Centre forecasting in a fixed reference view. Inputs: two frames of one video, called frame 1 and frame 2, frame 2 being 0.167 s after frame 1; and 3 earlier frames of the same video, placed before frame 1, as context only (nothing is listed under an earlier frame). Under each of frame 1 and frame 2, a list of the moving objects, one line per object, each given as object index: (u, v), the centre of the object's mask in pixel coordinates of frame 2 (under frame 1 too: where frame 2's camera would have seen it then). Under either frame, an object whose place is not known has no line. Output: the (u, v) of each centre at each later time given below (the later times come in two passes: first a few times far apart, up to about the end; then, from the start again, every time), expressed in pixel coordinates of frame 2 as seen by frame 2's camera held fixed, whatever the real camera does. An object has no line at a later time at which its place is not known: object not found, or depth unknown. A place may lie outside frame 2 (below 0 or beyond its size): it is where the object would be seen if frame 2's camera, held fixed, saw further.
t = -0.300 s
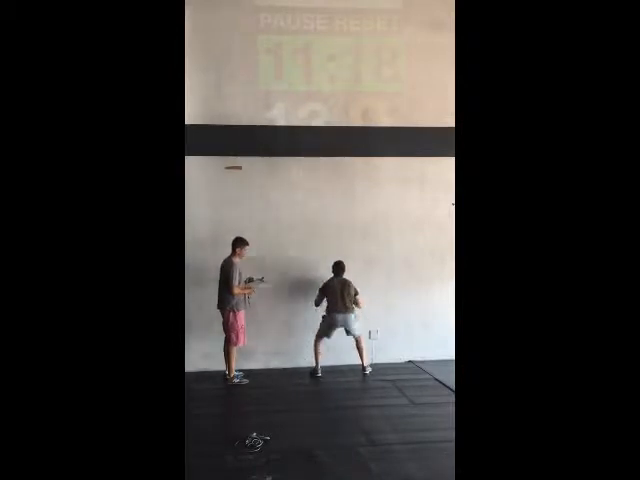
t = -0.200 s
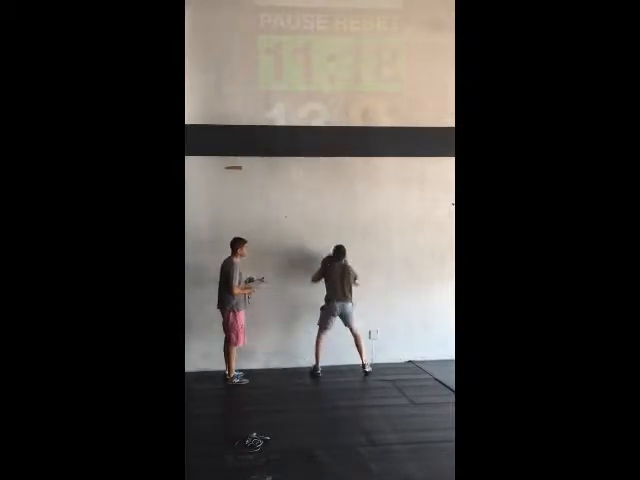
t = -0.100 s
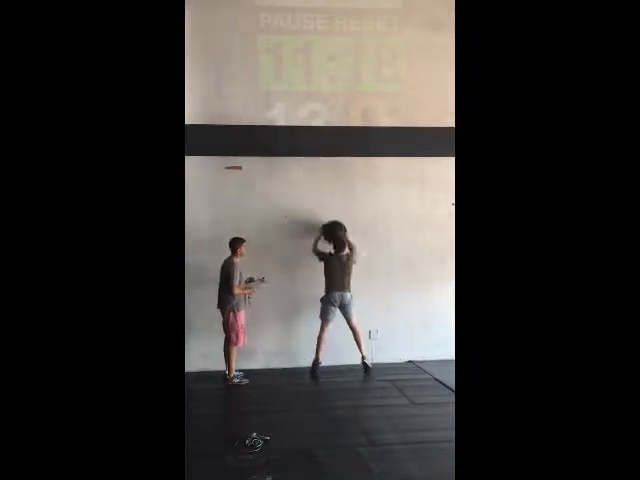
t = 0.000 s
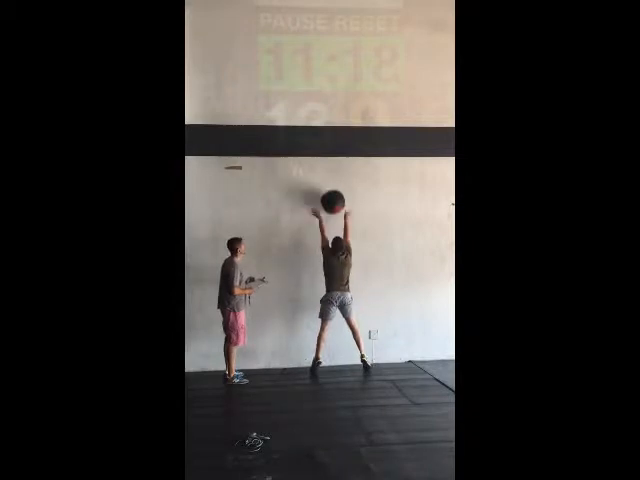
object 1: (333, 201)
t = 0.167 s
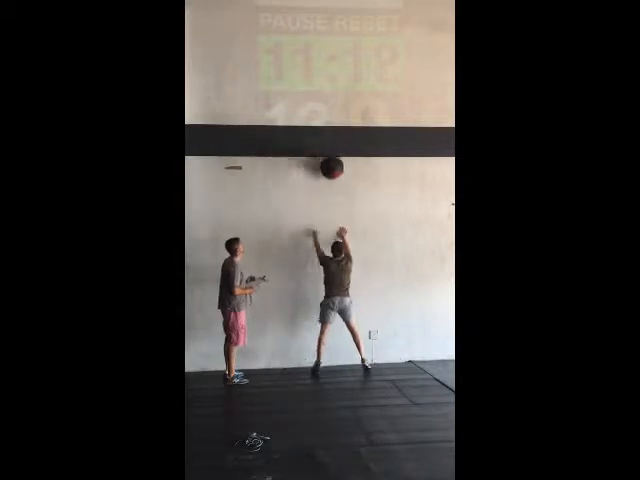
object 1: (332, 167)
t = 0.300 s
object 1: (330, 155)
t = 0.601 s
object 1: (332, 170)
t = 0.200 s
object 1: (331, 162)
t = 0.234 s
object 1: (330, 159)
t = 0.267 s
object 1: (330, 155)
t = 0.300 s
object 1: (330, 155)
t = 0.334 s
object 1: (331, 153)
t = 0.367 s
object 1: (331, 152)
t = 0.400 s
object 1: (331, 152)
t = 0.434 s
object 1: (331, 154)
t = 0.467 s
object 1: (331, 155)
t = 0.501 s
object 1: (331, 157)
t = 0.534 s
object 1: (331, 161)
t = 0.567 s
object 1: (332, 164)
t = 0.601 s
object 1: (332, 170)
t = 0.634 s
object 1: (332, 176)
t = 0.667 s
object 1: (332, 182)
